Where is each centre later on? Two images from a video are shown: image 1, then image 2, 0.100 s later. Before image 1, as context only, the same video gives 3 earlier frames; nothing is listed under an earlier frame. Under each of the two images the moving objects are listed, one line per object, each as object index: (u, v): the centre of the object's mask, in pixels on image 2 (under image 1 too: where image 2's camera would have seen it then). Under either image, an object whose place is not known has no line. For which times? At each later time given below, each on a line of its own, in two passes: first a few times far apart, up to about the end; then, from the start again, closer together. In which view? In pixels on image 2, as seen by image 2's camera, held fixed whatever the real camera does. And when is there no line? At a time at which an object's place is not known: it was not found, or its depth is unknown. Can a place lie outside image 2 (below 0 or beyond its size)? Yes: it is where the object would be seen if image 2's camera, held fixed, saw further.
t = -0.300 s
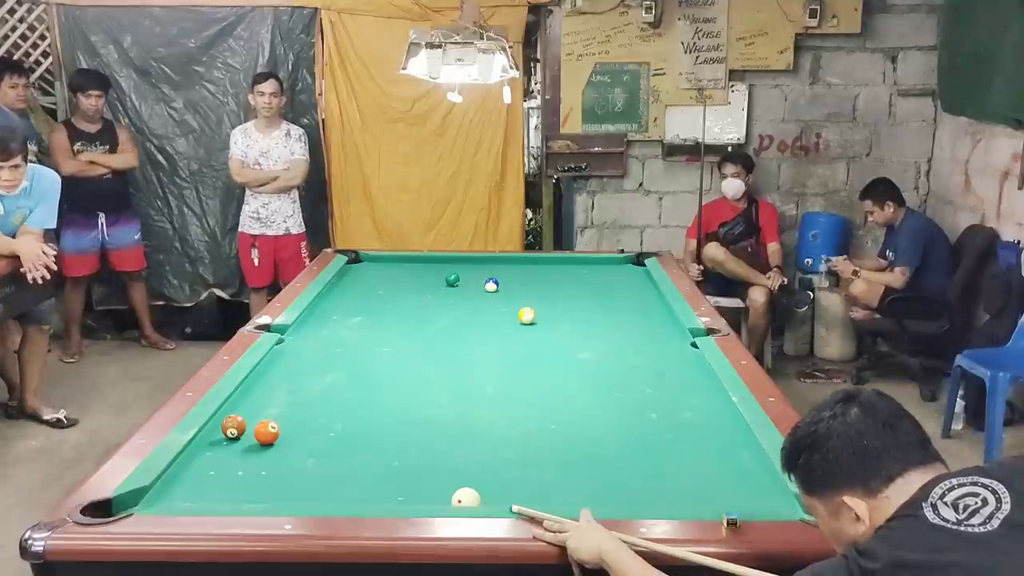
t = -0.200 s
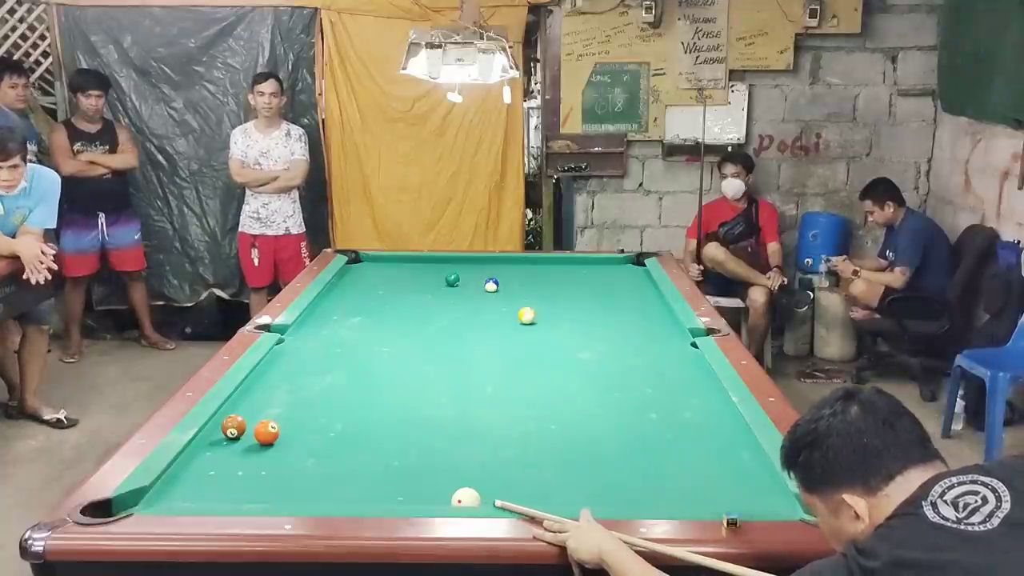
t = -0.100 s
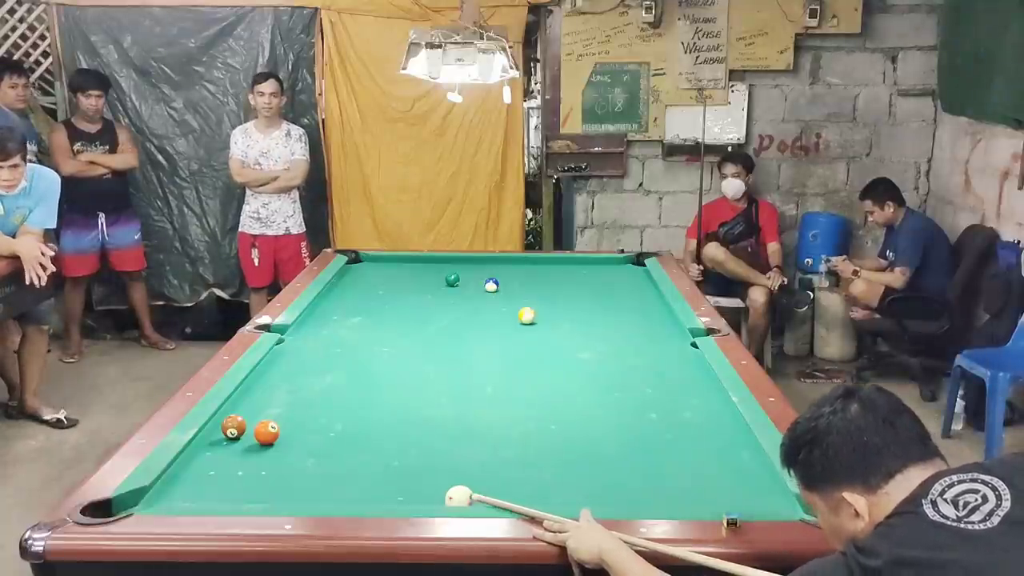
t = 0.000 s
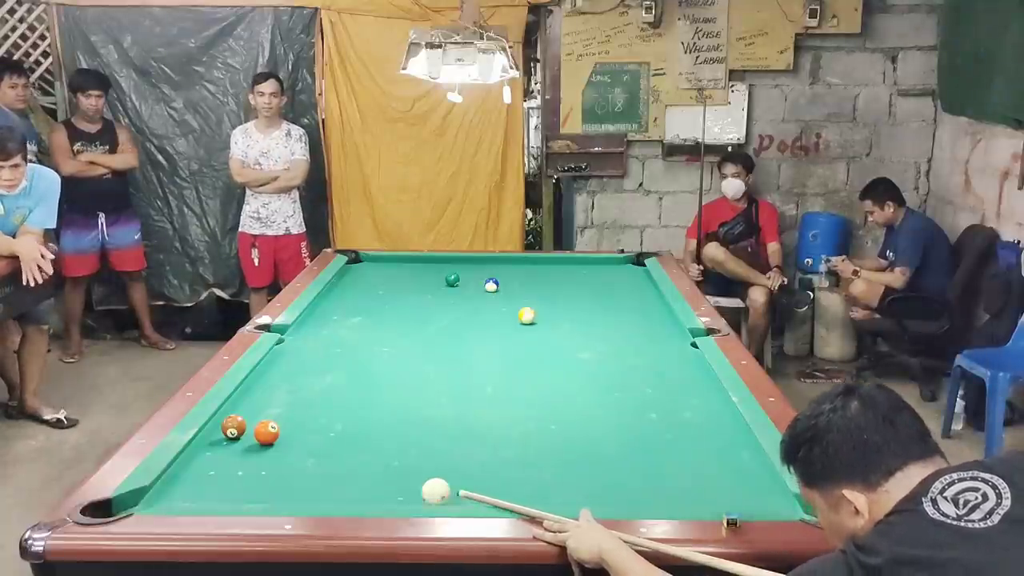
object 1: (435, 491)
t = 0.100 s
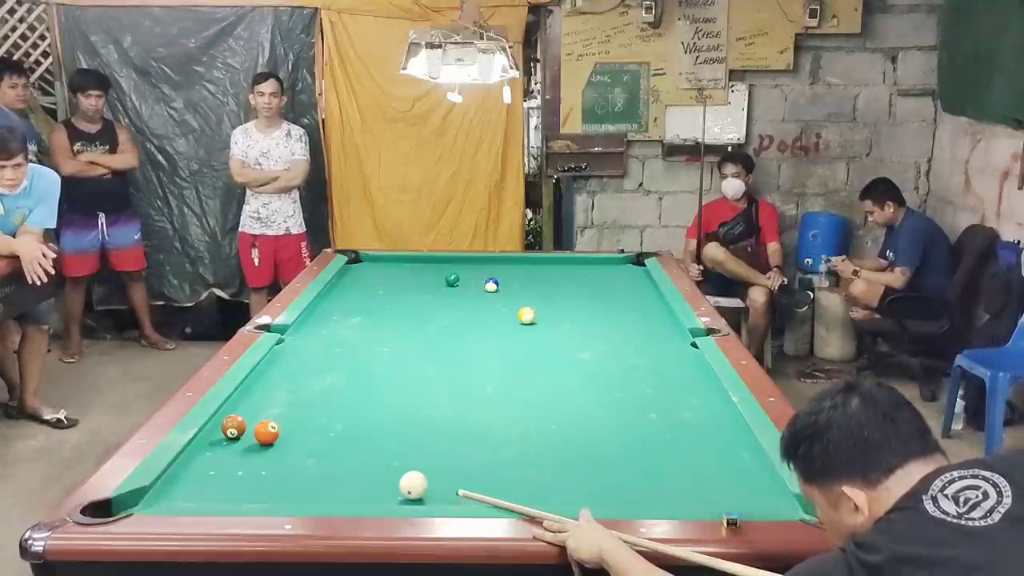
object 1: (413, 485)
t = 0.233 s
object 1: (385, 476)
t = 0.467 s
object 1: (339, 461)
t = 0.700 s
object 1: (299, 448)
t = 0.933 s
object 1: (267, 441)
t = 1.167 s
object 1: (246, 441)
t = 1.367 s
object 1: (230, 441)
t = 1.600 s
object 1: (214, 442)
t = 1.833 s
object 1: (204, 441)
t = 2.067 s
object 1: (209, 441)
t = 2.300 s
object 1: (213, 442)
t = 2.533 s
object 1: (215, 442)
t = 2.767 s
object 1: (215, 442)
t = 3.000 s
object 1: (215, 442)
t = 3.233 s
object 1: (215, 442)
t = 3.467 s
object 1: (215, 442)
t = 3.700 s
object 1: (214, 442)
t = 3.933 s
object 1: (215, 442)
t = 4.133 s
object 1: (215, 442)
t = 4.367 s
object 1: (215, 442)
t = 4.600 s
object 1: (215, 442)
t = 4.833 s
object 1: (215, 442)
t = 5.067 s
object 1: (215, 442)
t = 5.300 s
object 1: (215, 442)
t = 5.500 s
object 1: (215, 442)
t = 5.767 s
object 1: (215, 442)
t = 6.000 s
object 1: (215, 441)
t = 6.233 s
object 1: (215, 442)
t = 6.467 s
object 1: (215, 441)
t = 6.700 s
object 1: (214, 442)
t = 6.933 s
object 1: (215, 441)
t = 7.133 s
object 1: (215, 441)
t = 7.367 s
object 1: (215, 442)
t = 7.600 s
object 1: (214, 442)
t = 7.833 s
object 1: (215, 442)
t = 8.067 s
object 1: (215, 442)
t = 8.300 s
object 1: (215, 442)
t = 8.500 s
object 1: (215, 442)
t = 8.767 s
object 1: (215, 442)
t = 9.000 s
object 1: (215, 442)
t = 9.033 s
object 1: (215, 442)
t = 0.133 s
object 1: (406, 483)
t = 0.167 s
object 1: (399, 480)
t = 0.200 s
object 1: (392, 478)
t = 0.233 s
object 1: (385, 476)
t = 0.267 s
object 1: (378, 474)
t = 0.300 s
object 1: (372, 471)
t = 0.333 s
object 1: (365, 470)
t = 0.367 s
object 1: (358, 467)
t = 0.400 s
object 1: (352, 465)
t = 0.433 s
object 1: (346, 463)
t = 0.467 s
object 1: (339, 461)
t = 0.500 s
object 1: (333, 459)
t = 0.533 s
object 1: (328, 457)
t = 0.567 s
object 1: (322, 456)
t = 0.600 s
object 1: (316, 453)
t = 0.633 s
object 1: (310, 452)
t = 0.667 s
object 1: (305, 450)
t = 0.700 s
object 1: (299, 448)
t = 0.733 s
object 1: (294, 447)
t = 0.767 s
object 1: (289, 445)
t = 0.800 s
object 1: (283, 443)
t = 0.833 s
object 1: (278, 441)
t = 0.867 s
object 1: (274, 441)
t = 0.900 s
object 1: (270, 441)
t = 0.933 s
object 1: (267, 441)
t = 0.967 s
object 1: (264, 441)
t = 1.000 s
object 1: (261, 440)
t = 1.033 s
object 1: (258, 441)
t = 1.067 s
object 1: (255, 441)
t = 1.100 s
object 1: (252, 441)
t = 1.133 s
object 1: (249, 441)
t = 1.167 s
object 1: (246, 441)
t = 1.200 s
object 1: (244, 441)
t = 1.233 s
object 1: (241, 441)
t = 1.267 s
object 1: (238, 441)
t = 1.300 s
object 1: (236, 441)
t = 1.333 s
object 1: (233, 441)
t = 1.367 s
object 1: (230, 441)
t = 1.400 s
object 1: (228, 441)
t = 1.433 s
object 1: (226, 441)
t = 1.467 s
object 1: (223, 441)
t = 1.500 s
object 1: (221, 441)
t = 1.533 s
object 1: (219, 441)
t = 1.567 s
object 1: (216, 441)
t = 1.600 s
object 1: (214, 442)
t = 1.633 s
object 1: (212, 441)
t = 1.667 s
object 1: (210, 441)
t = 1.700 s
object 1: (208, 441)
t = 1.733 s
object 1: (206, 441)
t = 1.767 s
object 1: (204, 441)
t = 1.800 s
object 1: (203, 441)
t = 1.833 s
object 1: (204, 441)
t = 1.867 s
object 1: (205, 441)
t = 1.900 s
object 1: (206, 441)
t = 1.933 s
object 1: (207, 441)
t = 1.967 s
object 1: (208, 442)
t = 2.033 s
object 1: (209, 442)
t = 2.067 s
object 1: (209, 441)
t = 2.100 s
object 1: (210, 441)
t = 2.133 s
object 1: (211, 442)
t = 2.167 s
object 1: (211, 441)
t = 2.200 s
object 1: (212, 442)
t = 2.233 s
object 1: (212, 442)
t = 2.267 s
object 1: (213, 442)
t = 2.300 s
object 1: (213, 442)
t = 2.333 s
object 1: (214, 442)
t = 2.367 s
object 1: (214, 442)
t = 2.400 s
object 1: (215, 442)
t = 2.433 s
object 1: (215, 442)
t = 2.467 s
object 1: (215, 442)
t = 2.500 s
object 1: (215, 442)
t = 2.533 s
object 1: (215, 442)
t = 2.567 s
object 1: (215, 442)
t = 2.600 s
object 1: (215, 442)
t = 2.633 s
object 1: (215, 442)
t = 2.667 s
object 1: (215, 442)
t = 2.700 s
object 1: (215, 442)
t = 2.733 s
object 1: (215, 442)
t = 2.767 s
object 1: (215, 442)
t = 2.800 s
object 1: (215, 442)
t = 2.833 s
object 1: (215, 442)
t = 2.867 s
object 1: (215, 442)
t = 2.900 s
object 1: (215, 442)
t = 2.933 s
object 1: (215, 442)
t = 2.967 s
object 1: (215, 442)
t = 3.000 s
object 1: (215, 442)
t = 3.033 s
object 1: (215, 442)
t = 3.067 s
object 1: (215, 442)
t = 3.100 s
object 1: (215, 442)
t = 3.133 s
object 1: (215, 442)
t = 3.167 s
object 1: (215, 442)
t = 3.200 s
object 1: (215, 442)
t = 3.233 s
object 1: (215, 442)
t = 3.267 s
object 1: (215, 442)
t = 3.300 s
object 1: (215, 442)
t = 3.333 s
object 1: (215, 442)
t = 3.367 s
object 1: (215, 442)
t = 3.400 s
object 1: (215, 442)
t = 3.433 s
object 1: (215, 442)
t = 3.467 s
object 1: (215, 442)
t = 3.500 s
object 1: (215, 442)
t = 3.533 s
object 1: (215, 442)
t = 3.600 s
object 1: (215, 442)
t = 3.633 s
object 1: (214, 442)
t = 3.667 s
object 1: (214, 442)
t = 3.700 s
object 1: (214, 442)
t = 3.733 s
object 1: (214, 442)
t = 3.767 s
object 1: (214, 442)
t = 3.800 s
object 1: (214, 442)
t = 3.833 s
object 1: (215, 442)
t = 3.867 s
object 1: (214, 442)
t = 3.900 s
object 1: (214, 442)
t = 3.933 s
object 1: (215, 442)
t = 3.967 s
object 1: (215, 442)
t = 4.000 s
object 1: (215, 442)
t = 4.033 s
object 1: (215, 442)
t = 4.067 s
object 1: (215, 442)
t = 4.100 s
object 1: (215, 442)
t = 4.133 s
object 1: (215, 442)
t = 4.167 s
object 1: (215, 442)
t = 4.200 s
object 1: (215, 442)
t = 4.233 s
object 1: (215, 442)
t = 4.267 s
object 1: (215, 442)
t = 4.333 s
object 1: (215, 442)
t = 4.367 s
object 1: (215, 442)
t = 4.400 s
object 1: (215, 442)
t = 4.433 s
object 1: (215, 442)
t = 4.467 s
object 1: (215, 442)
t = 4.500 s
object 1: (215, 442)
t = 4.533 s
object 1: (215, 442)
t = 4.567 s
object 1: (215, 442)
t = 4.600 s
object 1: (215, 442)
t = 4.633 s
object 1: (215, 442)
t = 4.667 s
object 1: (215, 442)
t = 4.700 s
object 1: (215, 442)
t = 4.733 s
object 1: (215, 442)
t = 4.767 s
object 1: (215, 442)
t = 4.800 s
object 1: (215, 442)
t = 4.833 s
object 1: (215, 442)
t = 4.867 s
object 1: (215, 442)
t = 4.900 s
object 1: (215, 442)
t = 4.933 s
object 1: (215, 442)
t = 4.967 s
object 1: (215, 442)
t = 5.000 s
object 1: (215, 442)
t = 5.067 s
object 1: (215, 442)
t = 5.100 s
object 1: (215, 442)
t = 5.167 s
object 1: (215, 442)
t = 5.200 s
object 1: (215, 442)
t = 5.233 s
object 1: (215, 442)
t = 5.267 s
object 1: (215, 442)
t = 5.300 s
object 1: (215, 442)
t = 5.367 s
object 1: (215, 442)
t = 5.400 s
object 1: (215, 442)
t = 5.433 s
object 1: (215, 442)
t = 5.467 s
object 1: (215, 442)
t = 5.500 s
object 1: (215, 442)
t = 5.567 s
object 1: (215, 442)
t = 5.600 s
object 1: (215, 442)
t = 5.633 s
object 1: (215, 442)
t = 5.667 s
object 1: (215, 442)
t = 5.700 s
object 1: (215, 441)
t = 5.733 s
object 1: (215, 442)
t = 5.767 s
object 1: (215, 442)
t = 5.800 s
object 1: (215, 441)
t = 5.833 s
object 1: (215, 442)
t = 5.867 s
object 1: (215, 442)
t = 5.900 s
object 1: (215, 442)
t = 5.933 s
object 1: (215, 442)
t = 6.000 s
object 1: (215, 441)
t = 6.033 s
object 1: (215, 441)
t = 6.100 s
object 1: (215, 441)
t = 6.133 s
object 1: (215, 441)
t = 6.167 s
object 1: (215, 441)
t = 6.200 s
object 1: (215, 441)
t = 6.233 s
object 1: (215, 442)
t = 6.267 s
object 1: (215, 441)
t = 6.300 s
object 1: (215, 441)
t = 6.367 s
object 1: (215, 442)
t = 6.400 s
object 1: (215, 441)
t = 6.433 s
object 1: (215, 442)
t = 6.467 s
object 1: (215, 441)
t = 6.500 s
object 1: (214, 441)
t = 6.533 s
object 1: (214, 441)
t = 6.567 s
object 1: (215, 441)
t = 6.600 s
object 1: (214, 441)
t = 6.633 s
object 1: (214, 441)
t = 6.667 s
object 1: (214, 442)
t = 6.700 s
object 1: (214, 442)
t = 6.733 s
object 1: (215, 441)
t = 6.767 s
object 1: (215, 441)
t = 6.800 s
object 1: (215, 441)
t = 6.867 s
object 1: (215, 442)
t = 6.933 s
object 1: (215, 441)
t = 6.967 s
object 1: (215, 441)
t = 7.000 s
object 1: (214, 442)
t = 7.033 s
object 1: (215, 442)
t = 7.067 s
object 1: (215, 442)
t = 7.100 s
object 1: (215, 442)
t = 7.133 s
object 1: (215, 441)
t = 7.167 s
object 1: (215, 441)
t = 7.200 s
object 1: (215, 442)
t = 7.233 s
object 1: (215, 442)
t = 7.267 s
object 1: (215, 441)
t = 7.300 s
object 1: (214, 442)
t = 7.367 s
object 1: (215, 442)
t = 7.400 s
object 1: (215, 442)
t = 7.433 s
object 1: (215, 442)
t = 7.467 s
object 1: (215, 442)
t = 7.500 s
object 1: (215, 442)
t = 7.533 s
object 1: (215, 442)
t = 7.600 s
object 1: (214, 442)
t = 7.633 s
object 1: (215, 442)
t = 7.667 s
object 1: (215, 442)
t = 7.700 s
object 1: (215, 442)
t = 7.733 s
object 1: (215, 442)
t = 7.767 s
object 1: (215, 442)
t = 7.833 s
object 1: (215, 442)
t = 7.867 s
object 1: (214, 442)
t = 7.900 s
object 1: (214, 442)
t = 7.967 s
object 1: (215, 442)
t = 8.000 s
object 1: (215, 442)
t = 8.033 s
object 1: (214, 442)
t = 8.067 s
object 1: (215, 442)
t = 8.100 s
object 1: (215, 442)
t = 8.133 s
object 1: (215, 442)
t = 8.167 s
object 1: (215, 441)
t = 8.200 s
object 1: (215, 442)
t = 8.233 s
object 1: (215, 442)
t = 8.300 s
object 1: (215, 442)
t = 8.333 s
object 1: (215, 442)
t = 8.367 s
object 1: (215, 442)
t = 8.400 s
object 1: (215, 441)
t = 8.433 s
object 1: (215, 442)
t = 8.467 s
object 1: (215, 441)
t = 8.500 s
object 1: (215, 442)
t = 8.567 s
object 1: (215, 442)
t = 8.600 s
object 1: (215, 442)
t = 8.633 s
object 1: (215, 442)
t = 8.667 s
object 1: (215, 442)
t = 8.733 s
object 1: (215, 442)
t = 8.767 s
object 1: (215, 442)
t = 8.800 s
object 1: (215, 442)
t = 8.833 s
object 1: (215, 442)
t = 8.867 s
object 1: (215, 442)
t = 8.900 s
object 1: (215, 442)
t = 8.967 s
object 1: (215, 442)
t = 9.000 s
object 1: (215, 442)
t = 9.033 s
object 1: (215, 442)
